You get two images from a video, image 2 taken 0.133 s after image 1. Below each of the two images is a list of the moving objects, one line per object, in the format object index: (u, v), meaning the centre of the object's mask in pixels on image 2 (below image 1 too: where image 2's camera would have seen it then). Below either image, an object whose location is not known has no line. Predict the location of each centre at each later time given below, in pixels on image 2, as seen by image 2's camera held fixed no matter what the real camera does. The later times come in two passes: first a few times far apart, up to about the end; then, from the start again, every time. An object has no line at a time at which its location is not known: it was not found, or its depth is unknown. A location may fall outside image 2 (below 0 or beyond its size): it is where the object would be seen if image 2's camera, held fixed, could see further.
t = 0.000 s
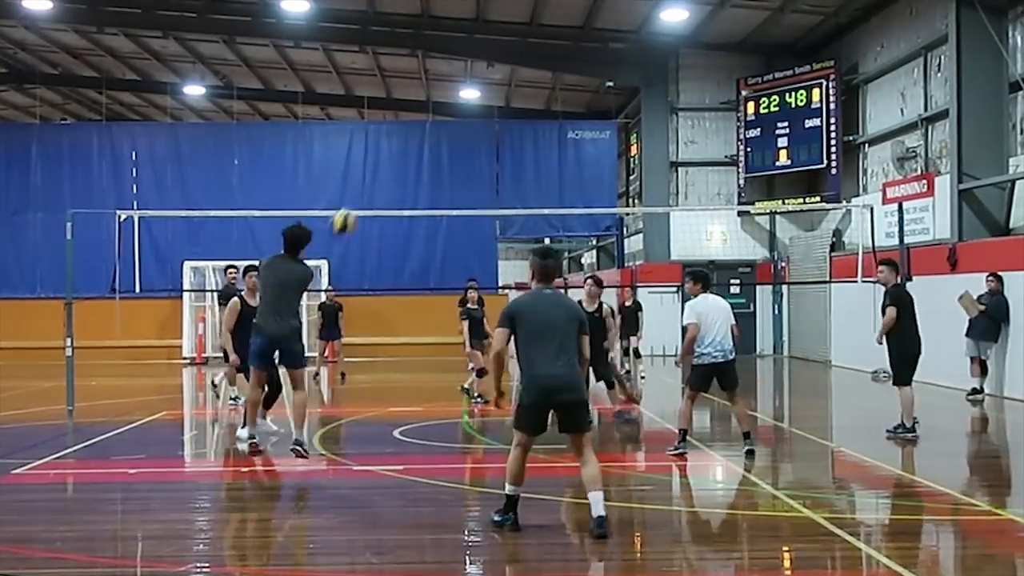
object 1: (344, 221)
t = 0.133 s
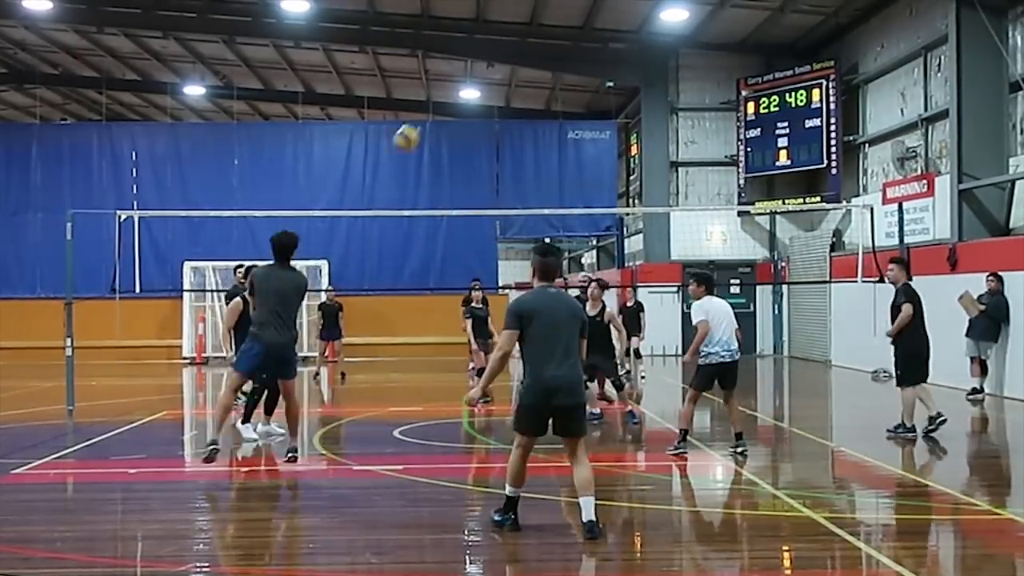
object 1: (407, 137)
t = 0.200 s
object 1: (438, 104)
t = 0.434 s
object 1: (535, 36)
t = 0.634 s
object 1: (609, 23)
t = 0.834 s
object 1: (675, 46)
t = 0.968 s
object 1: (714, 80)
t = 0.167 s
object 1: (423, 119)
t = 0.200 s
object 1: (438, 104)
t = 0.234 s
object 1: (452, 88)
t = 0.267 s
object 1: (467, 75)
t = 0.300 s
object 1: (481, 66)
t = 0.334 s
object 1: (496, 57)
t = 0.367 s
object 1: (509, 50)
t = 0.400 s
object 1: (522, 42)
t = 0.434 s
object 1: (535, 36)
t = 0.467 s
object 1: (548, 31)
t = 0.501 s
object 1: (561, 27)
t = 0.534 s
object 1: (573, 23)
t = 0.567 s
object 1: (585, 22)
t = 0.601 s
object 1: (598, 22)
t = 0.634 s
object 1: (609, 23)
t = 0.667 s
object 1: (620, 25)
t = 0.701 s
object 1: (631, 27)
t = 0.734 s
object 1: (642, 31)
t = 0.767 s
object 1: (653, 35)
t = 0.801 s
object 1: (663, 41)
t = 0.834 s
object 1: (675, 46)
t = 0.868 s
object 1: (685, 54)
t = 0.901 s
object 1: (695, 62)
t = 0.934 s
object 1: (704, 71)
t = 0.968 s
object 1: (714, 80)
